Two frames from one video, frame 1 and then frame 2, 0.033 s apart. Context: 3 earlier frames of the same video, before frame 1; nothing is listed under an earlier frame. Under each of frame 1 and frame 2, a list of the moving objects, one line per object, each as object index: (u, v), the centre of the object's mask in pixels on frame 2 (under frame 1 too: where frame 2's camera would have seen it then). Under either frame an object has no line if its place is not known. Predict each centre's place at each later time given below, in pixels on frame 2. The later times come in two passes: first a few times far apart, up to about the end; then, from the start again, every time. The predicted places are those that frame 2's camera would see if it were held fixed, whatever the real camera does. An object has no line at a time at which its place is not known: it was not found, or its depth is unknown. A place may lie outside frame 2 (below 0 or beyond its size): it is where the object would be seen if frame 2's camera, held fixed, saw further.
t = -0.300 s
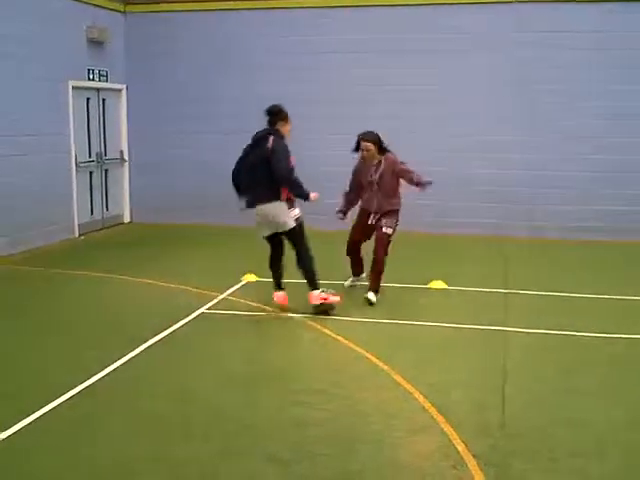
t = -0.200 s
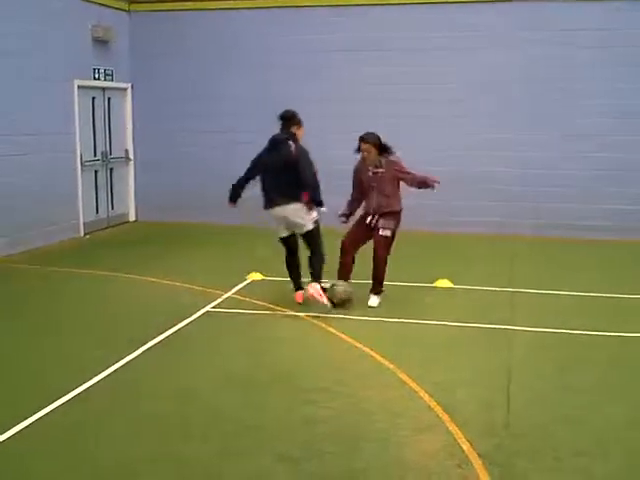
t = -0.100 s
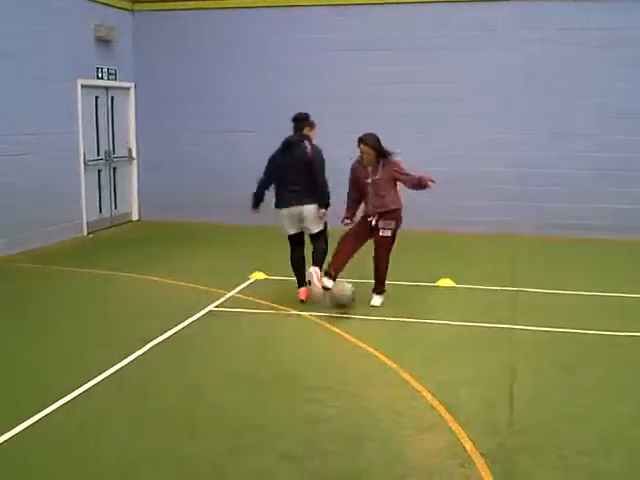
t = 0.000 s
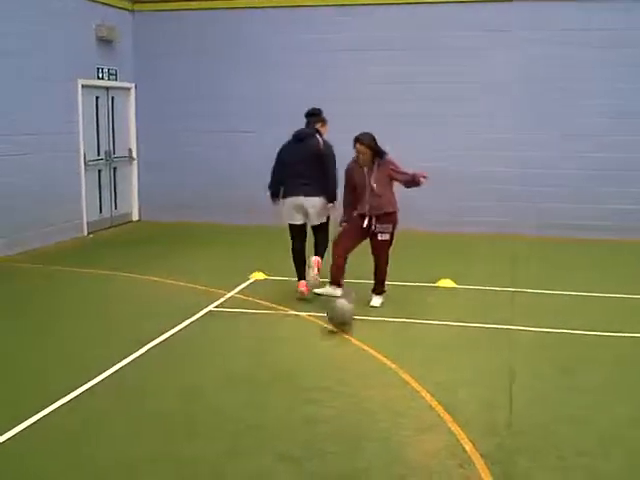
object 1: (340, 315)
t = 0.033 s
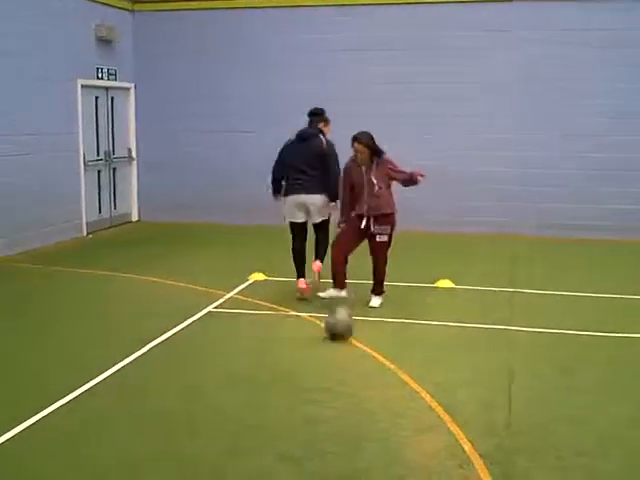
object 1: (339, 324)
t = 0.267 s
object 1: (353, 350)
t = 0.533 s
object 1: (380, 382)
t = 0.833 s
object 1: (416, 417)
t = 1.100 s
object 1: (459, 461)
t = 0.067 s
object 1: (340, 326)
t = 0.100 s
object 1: (342, 329)
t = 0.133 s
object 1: (343, 333)
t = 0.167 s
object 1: (344, 338)
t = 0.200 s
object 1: (346, 346)
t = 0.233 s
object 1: (350, 347)
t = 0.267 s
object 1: (353, 350)
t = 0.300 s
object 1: (355, 353)
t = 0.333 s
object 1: (359, 357)
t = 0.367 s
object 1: (362, 360)
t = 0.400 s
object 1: (365, 365)
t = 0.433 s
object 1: (369, 369)
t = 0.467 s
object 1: (372, 372)
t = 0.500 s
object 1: (377, 378)
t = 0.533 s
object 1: (380, 382)
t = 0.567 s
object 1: (383, 385)
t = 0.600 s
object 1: (387, 389)
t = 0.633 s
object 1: (391, 393)
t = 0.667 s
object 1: (395, 396)
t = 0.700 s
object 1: (399, 403)
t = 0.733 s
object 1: (404, 407)
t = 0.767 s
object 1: (407, 411)
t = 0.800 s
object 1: (411, 414)
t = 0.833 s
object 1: (416, 417)
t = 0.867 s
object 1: (422, 427)
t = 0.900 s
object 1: (428, 432)
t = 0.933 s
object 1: (433, 438)
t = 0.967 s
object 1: (438, 442)
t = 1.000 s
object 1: (444, 449)
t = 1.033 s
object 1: (447, 455)
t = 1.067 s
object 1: (453, 456)
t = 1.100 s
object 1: (459, 461)
